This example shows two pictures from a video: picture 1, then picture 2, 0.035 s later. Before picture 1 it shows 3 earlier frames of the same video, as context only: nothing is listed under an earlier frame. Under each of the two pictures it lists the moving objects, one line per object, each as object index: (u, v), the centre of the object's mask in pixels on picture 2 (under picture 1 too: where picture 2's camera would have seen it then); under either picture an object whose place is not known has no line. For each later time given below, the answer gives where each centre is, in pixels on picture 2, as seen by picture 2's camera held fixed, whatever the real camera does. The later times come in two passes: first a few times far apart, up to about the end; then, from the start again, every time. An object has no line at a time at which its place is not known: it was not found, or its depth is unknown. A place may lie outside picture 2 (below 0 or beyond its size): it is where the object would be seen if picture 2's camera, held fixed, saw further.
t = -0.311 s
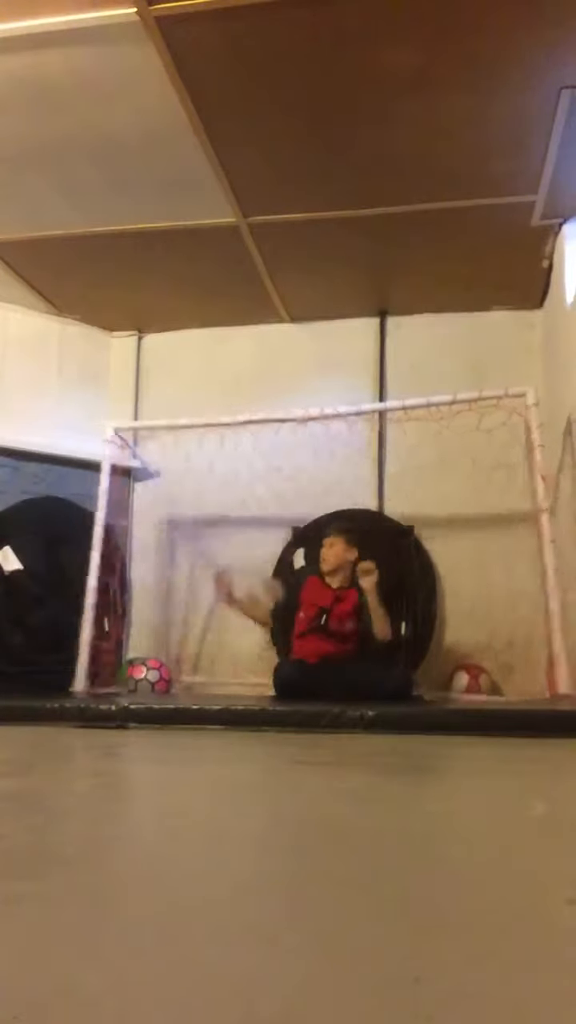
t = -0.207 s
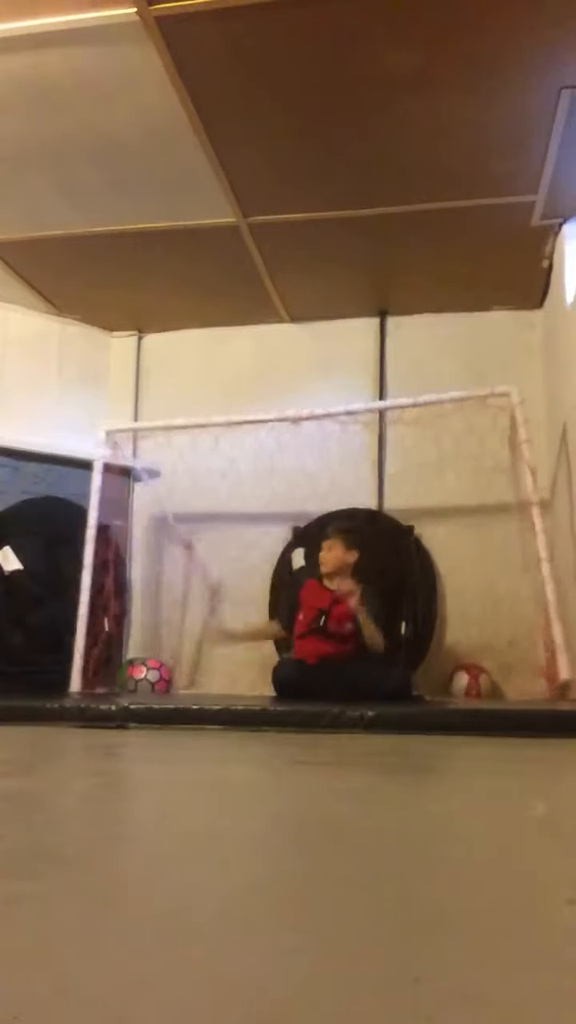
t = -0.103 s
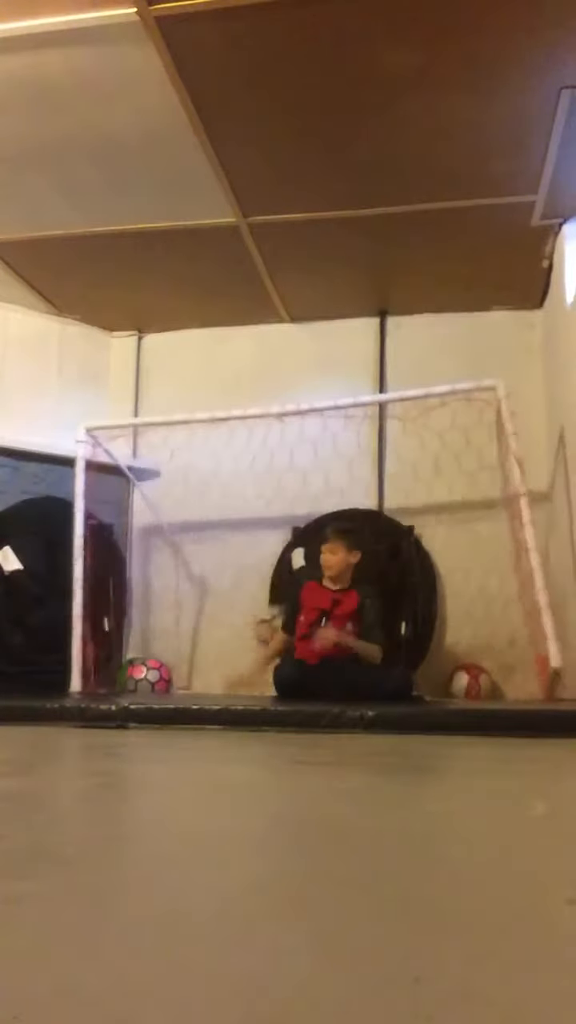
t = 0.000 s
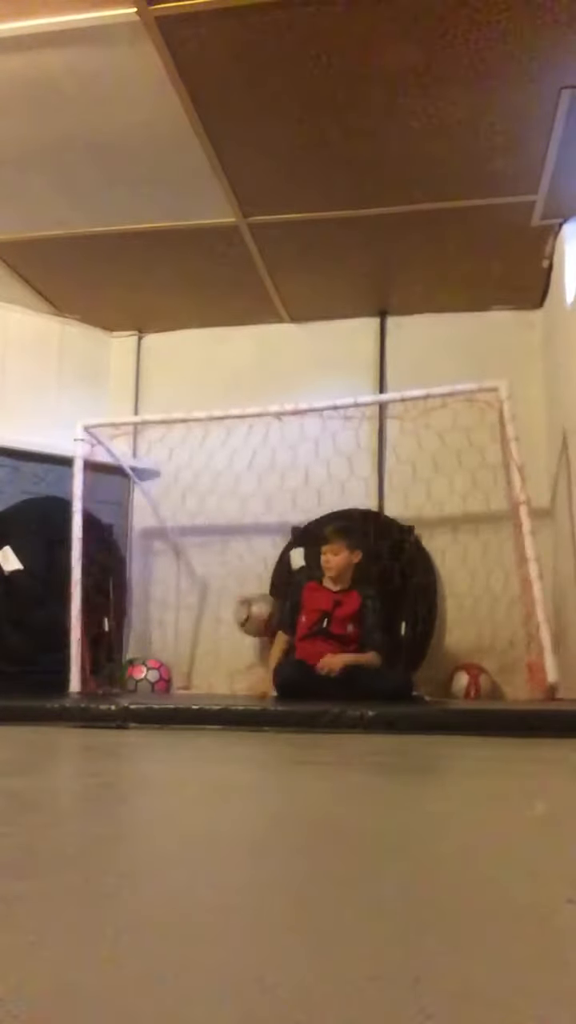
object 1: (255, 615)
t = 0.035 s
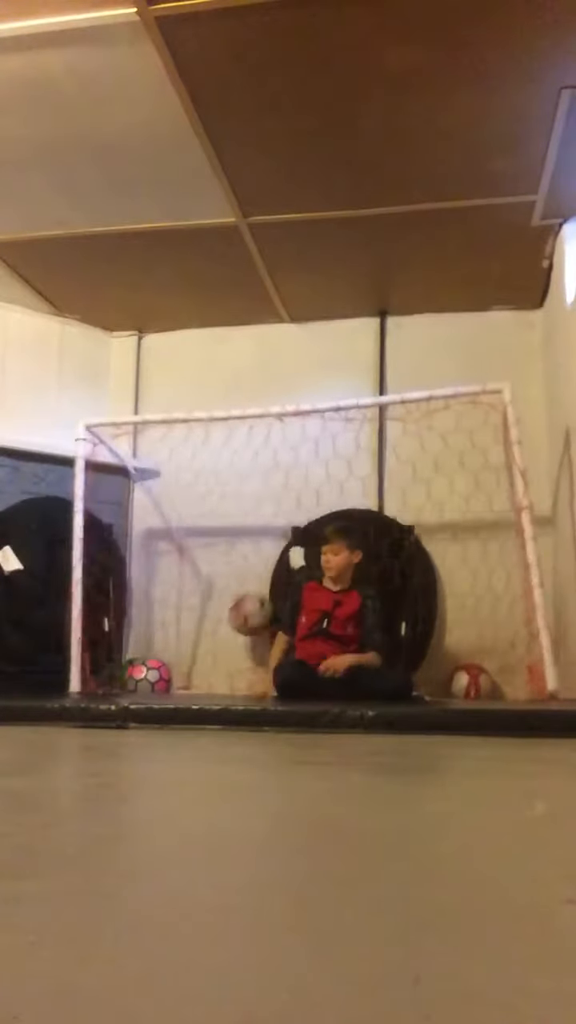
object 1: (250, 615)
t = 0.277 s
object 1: (216, 663)
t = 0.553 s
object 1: (195, 633)
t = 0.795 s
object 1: (193, 656)
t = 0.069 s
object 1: (245, 618)
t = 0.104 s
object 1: (238, 623)
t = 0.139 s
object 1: (233, 632)
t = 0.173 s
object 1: (231, 648)
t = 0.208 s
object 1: (223, 656)
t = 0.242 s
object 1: (218, 667)
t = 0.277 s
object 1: (216, 663)
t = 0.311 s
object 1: (212, 652)
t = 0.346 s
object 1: (208, 644)
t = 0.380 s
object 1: (207, 635)
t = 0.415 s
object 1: (204, 631)
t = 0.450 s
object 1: (202, 630)
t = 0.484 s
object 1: (199, 627)
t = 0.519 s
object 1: (197, 628)
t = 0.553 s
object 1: (195, 633)
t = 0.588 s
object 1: (194, 639)
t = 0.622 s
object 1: (194, 648)
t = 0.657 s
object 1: (193, 659)
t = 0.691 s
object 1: (196, 671)
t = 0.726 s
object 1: (196, 672)
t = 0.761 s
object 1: (195, 664)
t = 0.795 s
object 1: (193, 656)
